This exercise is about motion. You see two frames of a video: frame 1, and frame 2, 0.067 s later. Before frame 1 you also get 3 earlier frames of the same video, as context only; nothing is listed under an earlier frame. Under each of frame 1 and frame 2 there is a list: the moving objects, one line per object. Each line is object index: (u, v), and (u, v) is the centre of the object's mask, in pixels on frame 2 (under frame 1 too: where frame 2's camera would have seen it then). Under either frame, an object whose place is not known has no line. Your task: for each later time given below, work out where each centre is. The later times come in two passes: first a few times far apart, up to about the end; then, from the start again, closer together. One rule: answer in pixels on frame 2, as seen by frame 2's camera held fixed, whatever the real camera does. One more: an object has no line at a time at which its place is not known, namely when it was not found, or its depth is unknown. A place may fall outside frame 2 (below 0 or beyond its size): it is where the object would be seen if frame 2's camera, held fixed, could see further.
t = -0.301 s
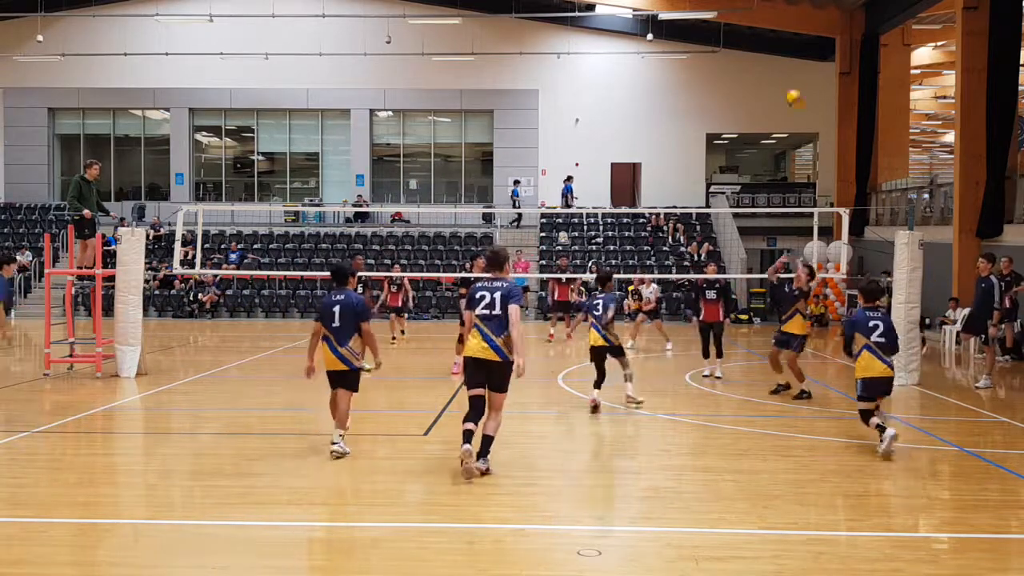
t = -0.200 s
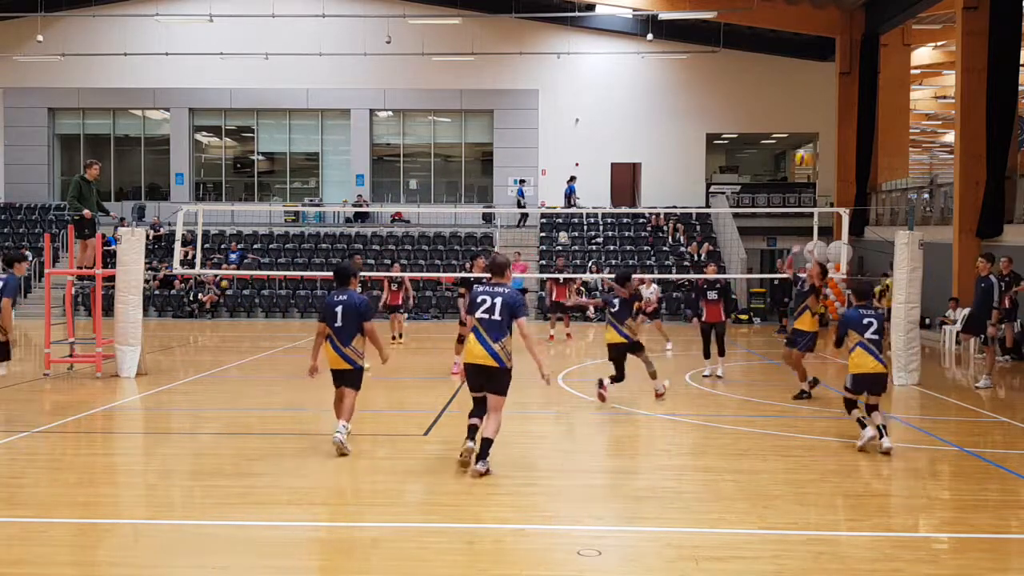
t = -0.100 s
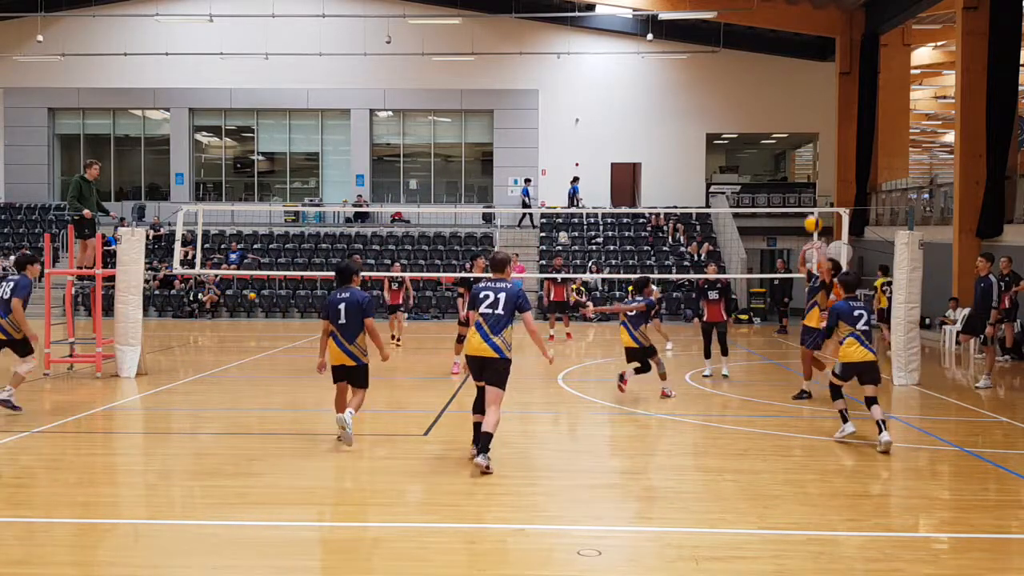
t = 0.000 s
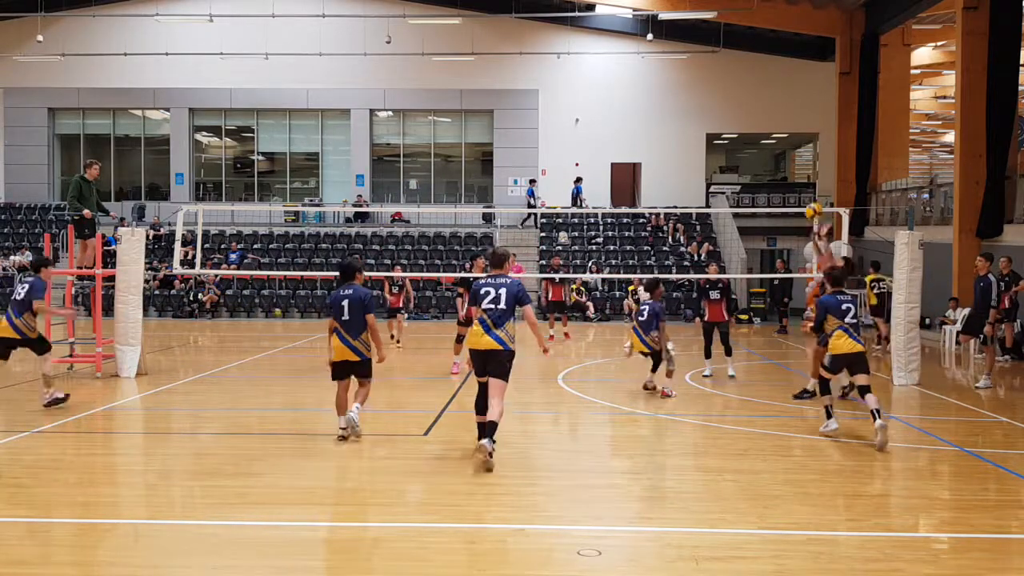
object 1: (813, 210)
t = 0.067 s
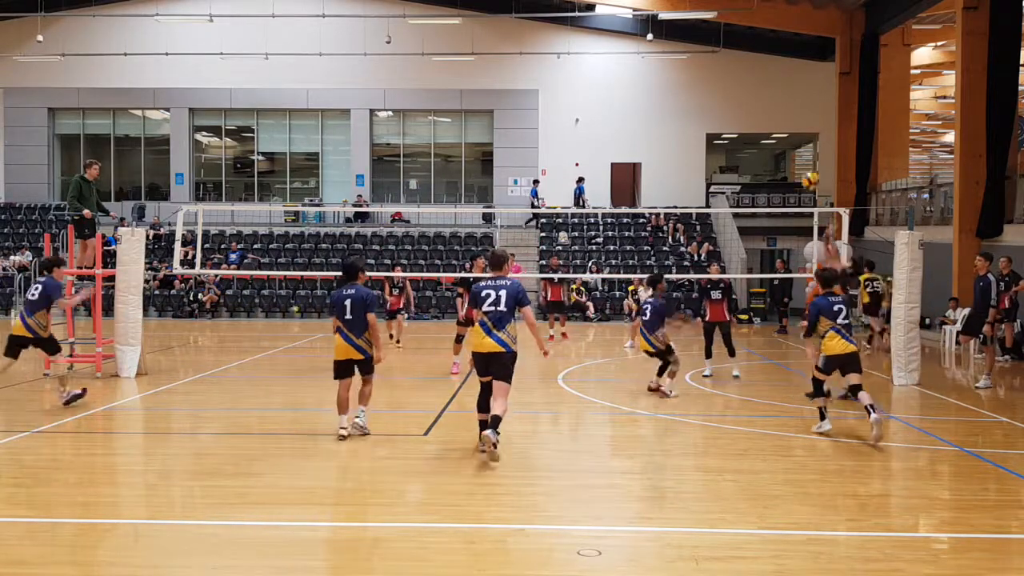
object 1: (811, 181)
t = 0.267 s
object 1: (800, 109)
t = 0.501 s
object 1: (786, 68)
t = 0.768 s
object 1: (770, 73)
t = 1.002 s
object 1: (756, 123)
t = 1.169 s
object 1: (747, 183)
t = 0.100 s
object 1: (809, 167)
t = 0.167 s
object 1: (805, 139)
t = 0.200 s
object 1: (804, 129)
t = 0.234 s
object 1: (802, 119)
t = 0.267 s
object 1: (800, 109)
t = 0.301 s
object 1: (798, 100)
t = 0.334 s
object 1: (795, 93)
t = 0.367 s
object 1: (794, 86)
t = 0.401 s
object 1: (791, 80)
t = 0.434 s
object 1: (789, 76)
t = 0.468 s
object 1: (788, 72)
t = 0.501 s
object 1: (786, 68)
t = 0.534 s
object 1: (783, 66)
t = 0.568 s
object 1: (781, 65)
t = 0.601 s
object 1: (779, 64)
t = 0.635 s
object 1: (778, 64)
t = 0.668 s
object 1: (775, 66)
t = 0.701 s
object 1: (774, 67)
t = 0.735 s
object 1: (772, 69)
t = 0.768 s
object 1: (770, 73)
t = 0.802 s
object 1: (768, 78)
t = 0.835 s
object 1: (766, 83)
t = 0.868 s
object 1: (763, 90)
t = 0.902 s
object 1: (761, 97)
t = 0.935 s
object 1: (759, 105)
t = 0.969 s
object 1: (757, 113)
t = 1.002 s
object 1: (756, 123)
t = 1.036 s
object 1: (754, 134)
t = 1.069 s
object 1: (752, 145)
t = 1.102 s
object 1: (751, 157)
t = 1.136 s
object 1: (748, 169)
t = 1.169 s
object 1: (747, 183)
